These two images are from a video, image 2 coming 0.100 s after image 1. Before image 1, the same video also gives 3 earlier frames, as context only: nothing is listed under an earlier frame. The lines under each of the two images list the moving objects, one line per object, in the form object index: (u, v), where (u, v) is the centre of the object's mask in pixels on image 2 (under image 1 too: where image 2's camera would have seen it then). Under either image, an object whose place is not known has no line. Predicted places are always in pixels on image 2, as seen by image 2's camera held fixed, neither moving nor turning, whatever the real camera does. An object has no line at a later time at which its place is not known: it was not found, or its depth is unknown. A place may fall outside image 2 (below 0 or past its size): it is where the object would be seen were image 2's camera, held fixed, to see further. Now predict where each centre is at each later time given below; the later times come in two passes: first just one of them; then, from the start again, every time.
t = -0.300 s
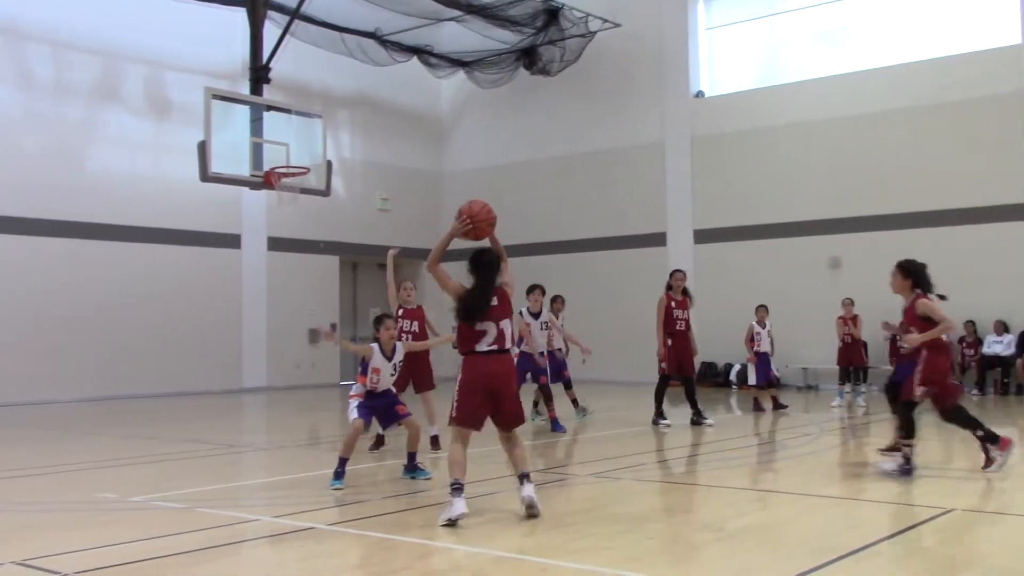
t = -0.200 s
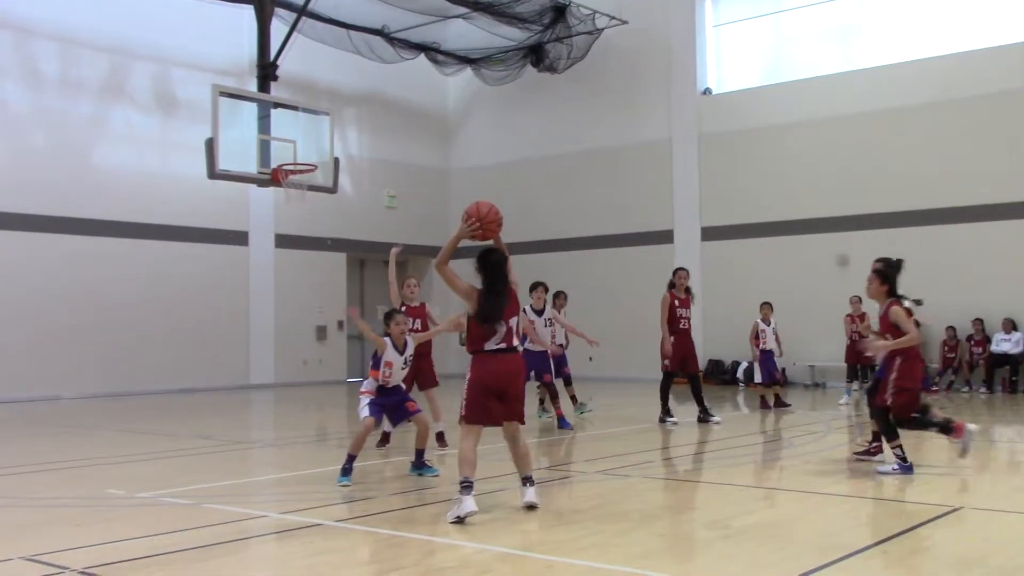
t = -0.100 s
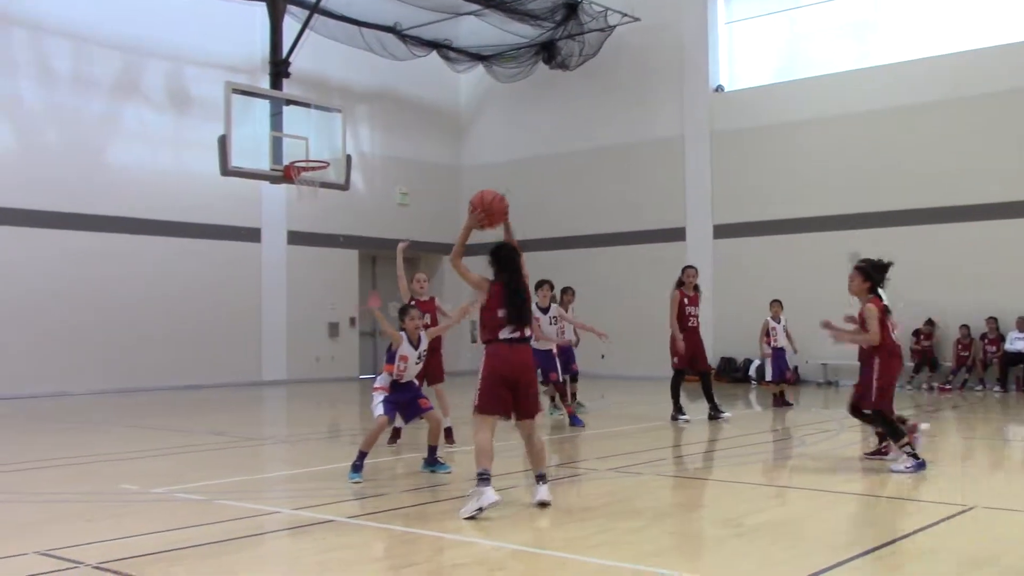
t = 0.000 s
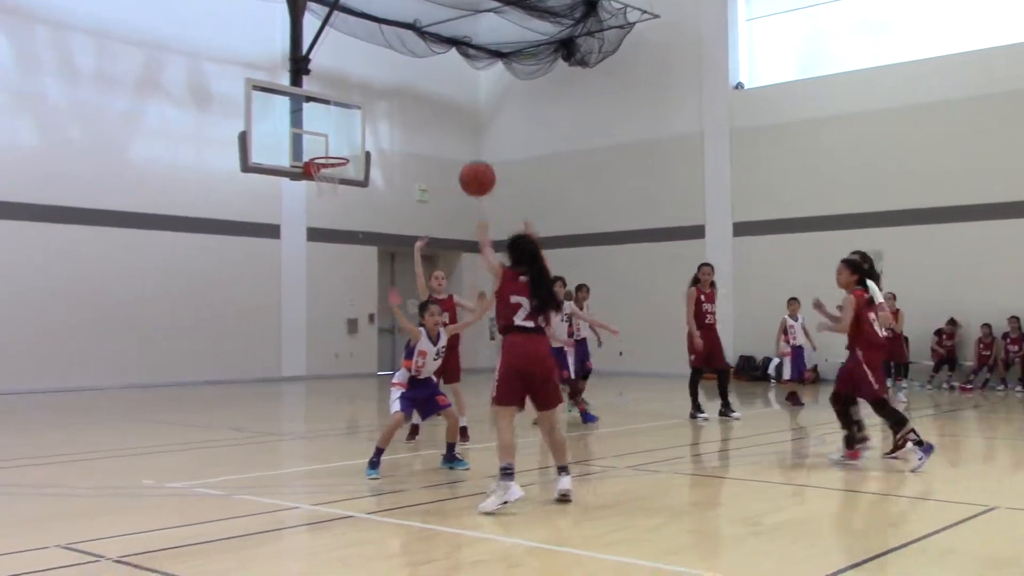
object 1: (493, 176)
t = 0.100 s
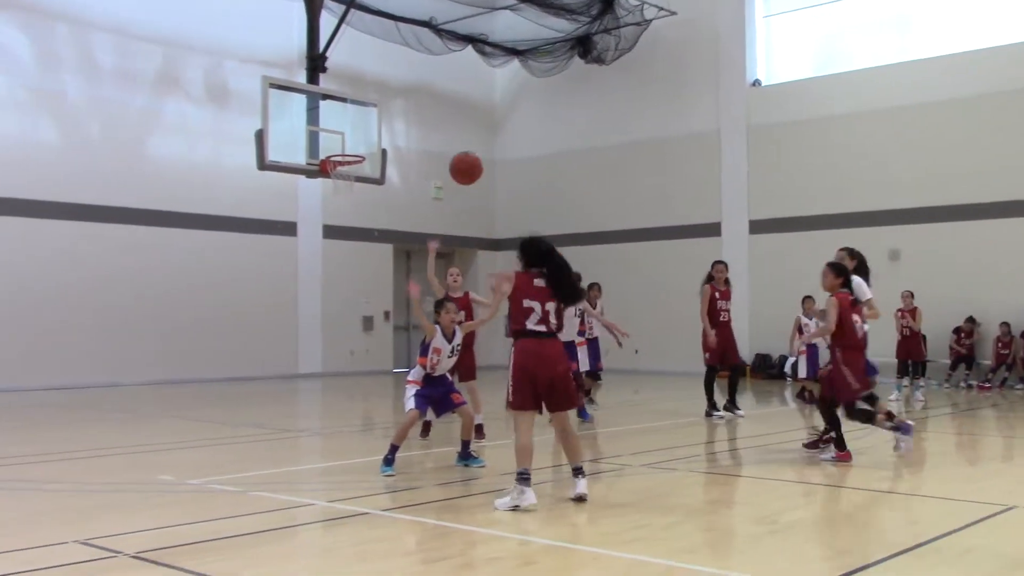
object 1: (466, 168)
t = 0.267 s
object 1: (429, 185)
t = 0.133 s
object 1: (458, 169)
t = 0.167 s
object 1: (450, 171)
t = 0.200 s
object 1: (443, 174)
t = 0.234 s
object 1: (436, 179)
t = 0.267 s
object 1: (429, 185)
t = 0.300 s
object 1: (423, 191)
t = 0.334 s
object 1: (417, 199)
